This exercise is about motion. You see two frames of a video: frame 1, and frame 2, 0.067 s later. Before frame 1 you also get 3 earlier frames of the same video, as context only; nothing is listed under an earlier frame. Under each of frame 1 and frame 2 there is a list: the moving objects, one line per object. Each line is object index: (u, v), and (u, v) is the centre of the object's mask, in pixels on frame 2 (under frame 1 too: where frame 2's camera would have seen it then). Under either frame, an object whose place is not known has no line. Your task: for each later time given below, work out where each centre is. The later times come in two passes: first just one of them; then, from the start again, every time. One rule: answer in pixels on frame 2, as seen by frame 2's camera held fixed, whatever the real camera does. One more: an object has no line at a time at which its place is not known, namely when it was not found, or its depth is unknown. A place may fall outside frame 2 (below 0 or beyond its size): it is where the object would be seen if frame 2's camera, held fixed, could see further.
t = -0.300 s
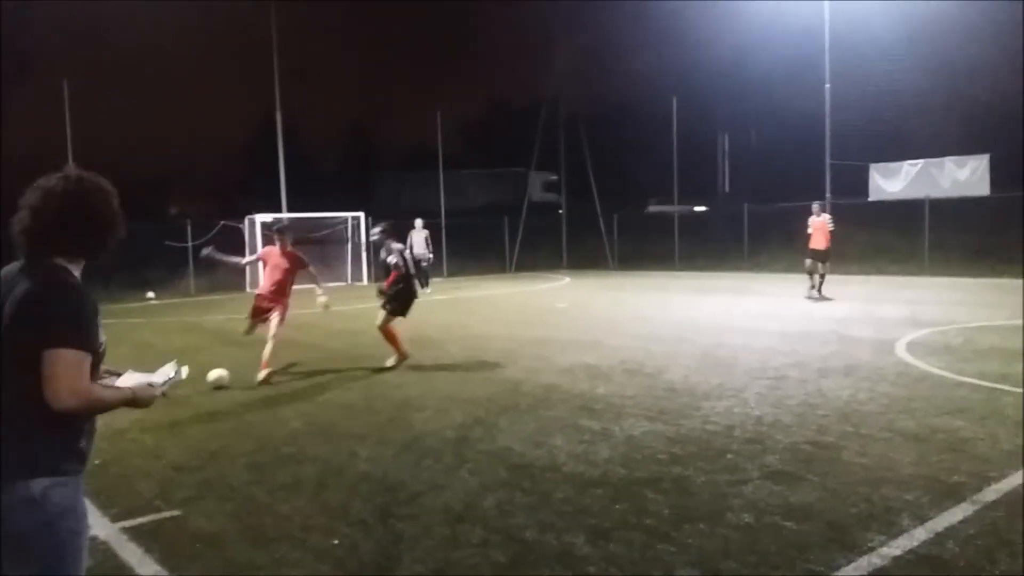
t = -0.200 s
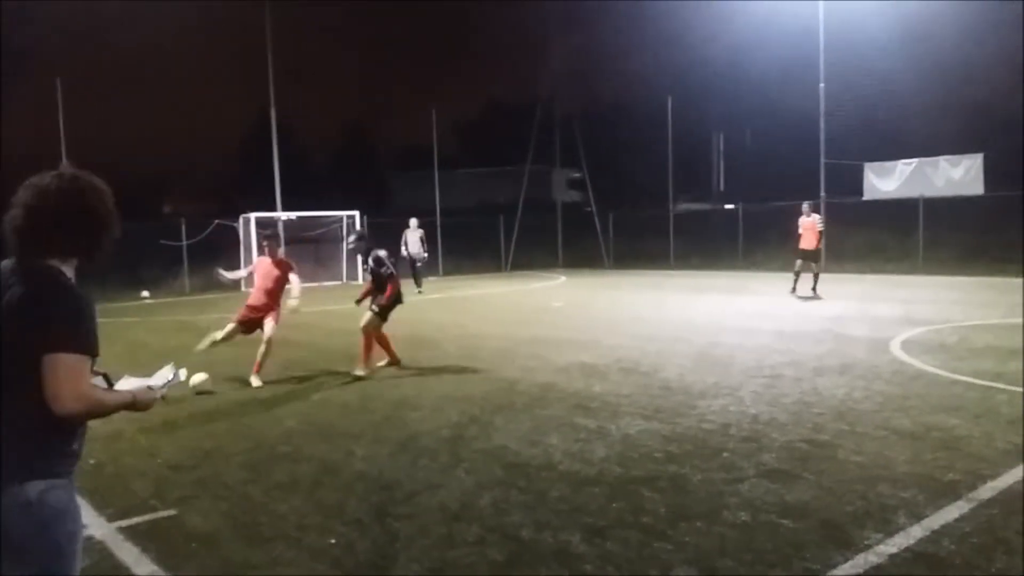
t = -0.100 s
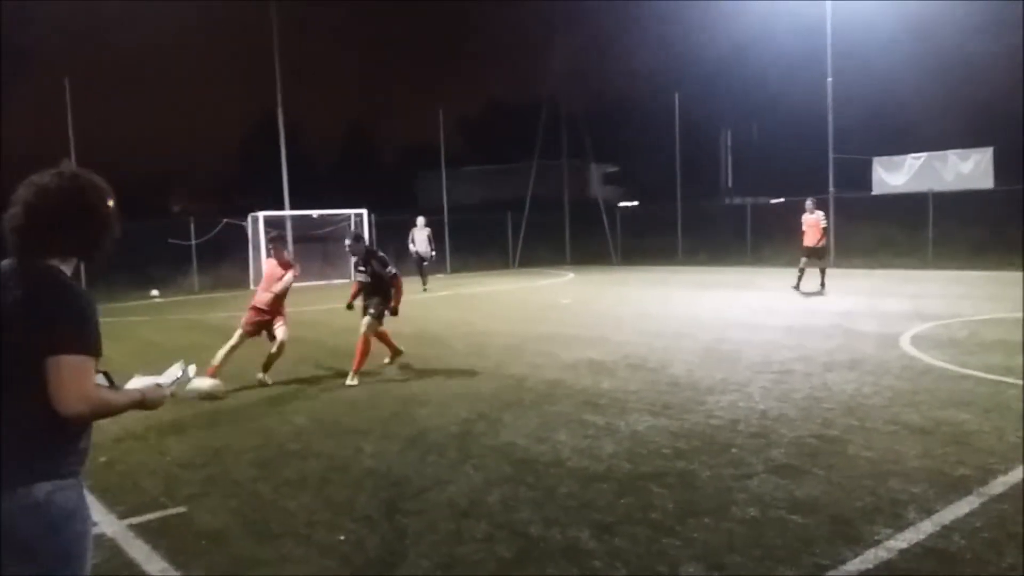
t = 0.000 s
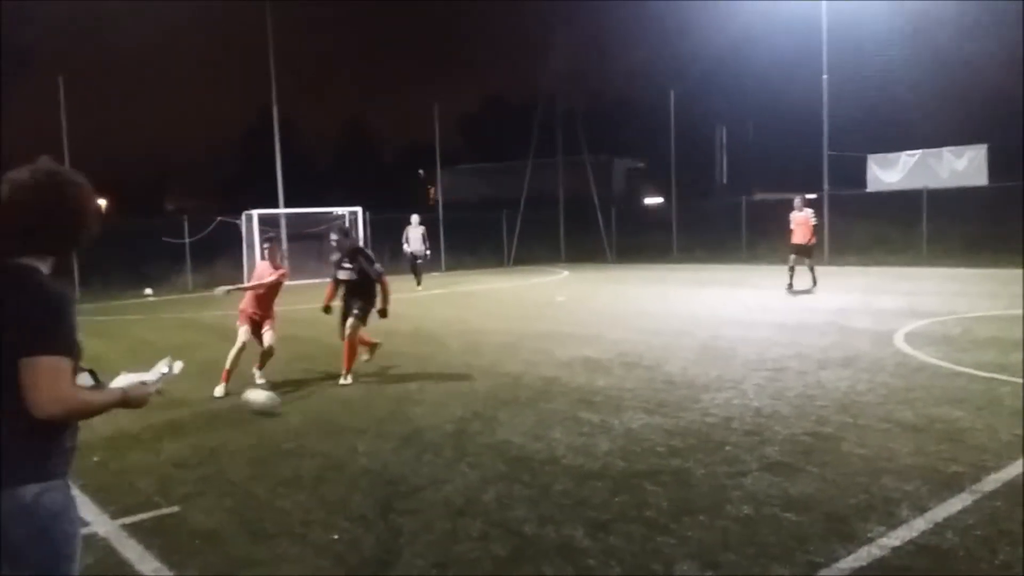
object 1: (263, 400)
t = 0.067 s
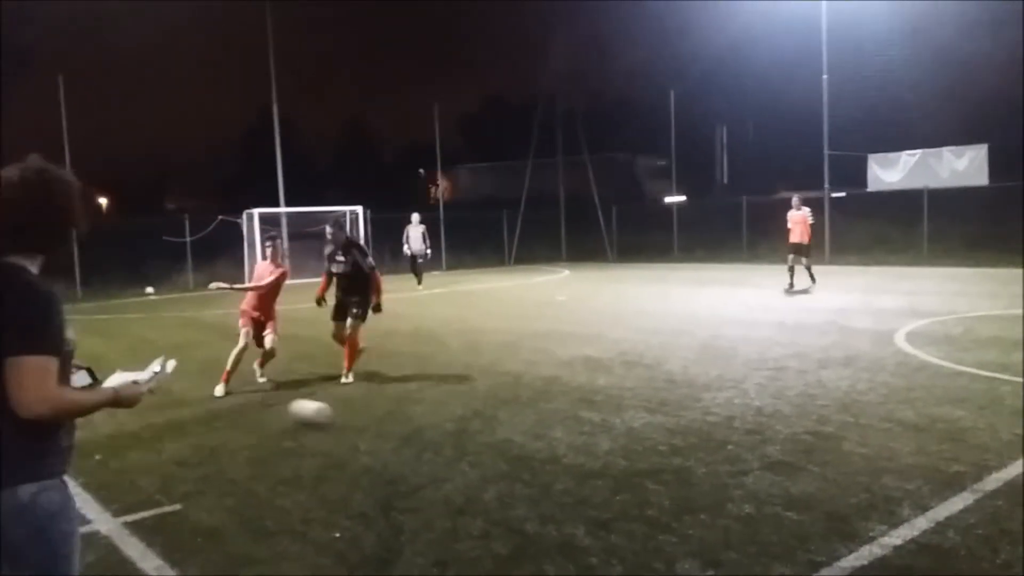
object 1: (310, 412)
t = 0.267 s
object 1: (502, 462)
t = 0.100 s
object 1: (336, 417)
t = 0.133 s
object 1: (364, 424)
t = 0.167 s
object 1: (395, 433)
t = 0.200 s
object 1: (428, 442)
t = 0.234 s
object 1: (463, 452)
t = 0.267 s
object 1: (502, 462)
